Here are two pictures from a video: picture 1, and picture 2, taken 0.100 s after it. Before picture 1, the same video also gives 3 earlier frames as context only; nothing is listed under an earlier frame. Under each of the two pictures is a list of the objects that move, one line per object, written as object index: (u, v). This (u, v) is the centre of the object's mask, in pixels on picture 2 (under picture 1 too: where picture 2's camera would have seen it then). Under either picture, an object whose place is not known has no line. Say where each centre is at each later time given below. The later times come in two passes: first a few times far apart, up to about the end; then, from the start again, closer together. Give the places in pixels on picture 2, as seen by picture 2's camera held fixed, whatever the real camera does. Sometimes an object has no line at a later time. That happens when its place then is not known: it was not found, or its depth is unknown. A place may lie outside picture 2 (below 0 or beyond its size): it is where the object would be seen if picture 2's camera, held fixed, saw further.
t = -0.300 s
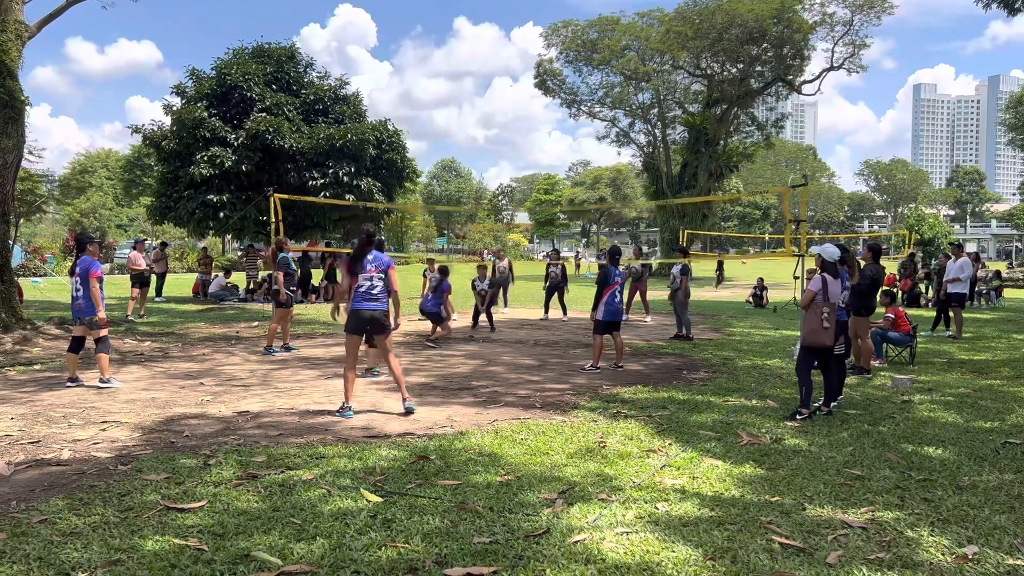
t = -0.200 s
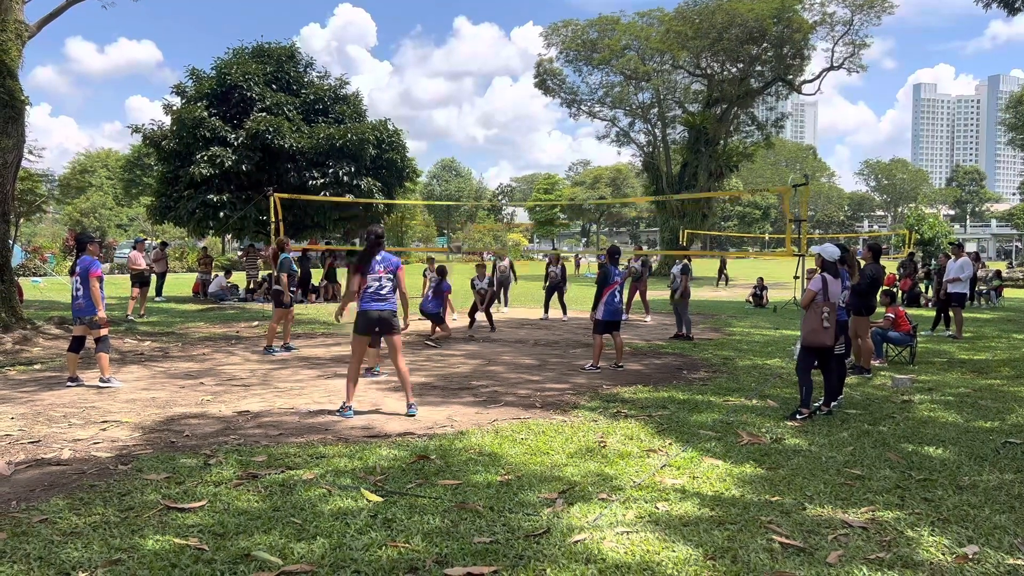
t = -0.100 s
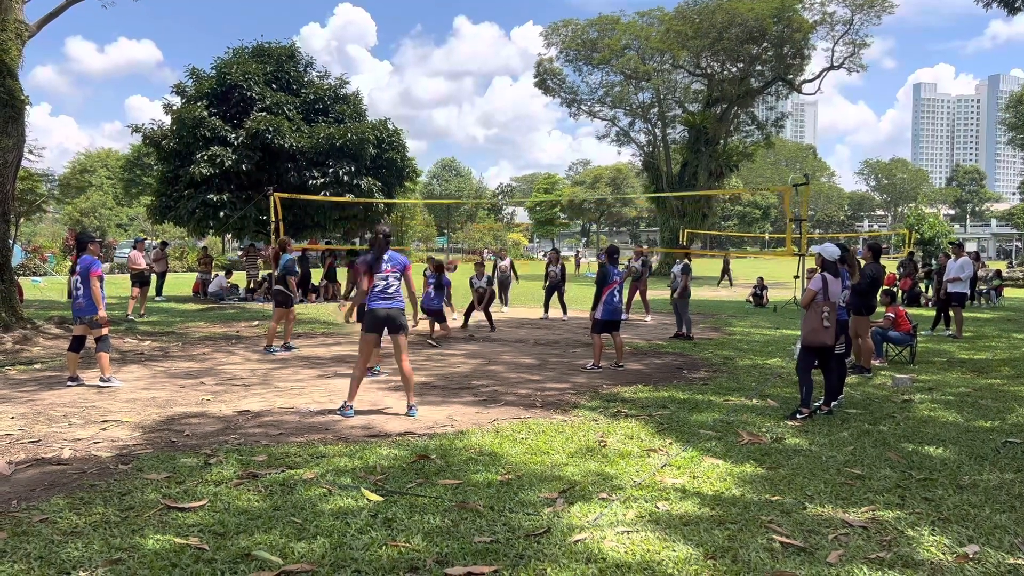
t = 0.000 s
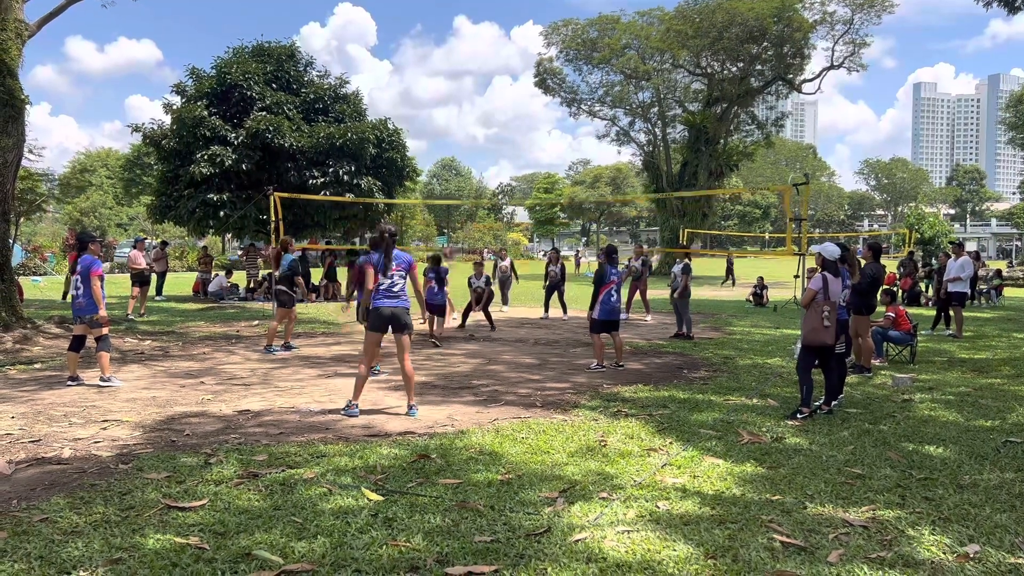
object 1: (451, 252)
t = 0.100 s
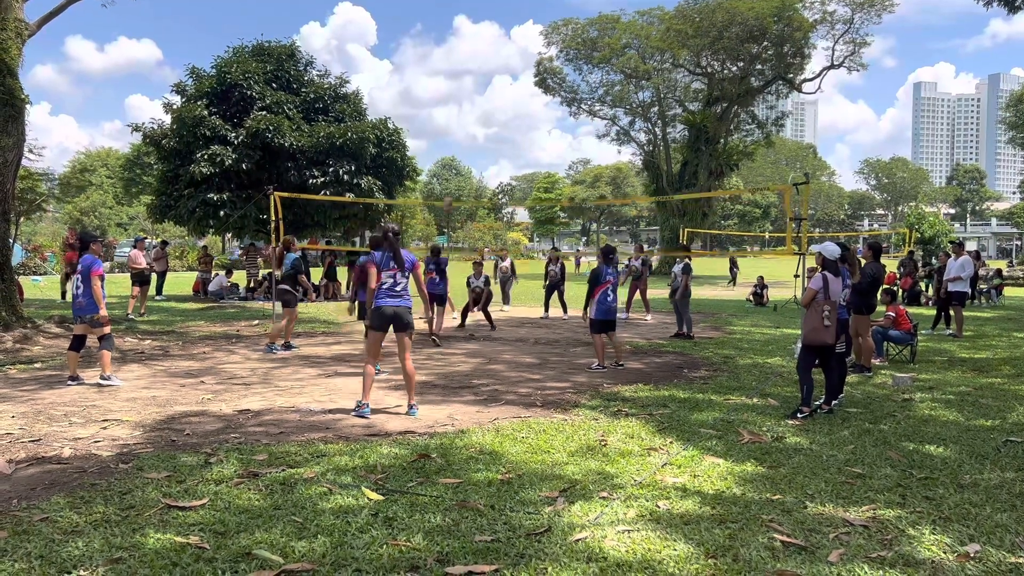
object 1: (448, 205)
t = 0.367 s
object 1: (449, 103)
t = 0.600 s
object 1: (452, 53)
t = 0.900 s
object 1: (457, 41)
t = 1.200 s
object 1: (462, 93)
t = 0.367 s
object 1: (449, 103)
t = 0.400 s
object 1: (450, 94)
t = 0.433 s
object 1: (450, 86)
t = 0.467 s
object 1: (451, 77)
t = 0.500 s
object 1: (451, 70)
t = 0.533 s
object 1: (451, 64)
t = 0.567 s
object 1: (452, 58)
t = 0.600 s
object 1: (452, 53)
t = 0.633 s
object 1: (453, 48)
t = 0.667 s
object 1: (453, 44)
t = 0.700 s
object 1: (454, 41)
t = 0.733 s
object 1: (454, 39)
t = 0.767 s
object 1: (455, 38)
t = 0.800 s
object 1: (455, 38)
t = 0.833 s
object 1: (456, 38)
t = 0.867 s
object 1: (456, 39)
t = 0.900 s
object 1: (457, 41)
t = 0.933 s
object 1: (457, 43)
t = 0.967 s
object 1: (458, 46)
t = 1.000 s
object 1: (458, 51)
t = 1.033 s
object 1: (459, 56)
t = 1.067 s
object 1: (460, 61)
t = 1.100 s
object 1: (460, 68)
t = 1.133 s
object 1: (461, 76)
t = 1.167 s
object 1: (461, 84)
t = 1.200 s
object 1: (462, 93)
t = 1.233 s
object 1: (462, 102)
